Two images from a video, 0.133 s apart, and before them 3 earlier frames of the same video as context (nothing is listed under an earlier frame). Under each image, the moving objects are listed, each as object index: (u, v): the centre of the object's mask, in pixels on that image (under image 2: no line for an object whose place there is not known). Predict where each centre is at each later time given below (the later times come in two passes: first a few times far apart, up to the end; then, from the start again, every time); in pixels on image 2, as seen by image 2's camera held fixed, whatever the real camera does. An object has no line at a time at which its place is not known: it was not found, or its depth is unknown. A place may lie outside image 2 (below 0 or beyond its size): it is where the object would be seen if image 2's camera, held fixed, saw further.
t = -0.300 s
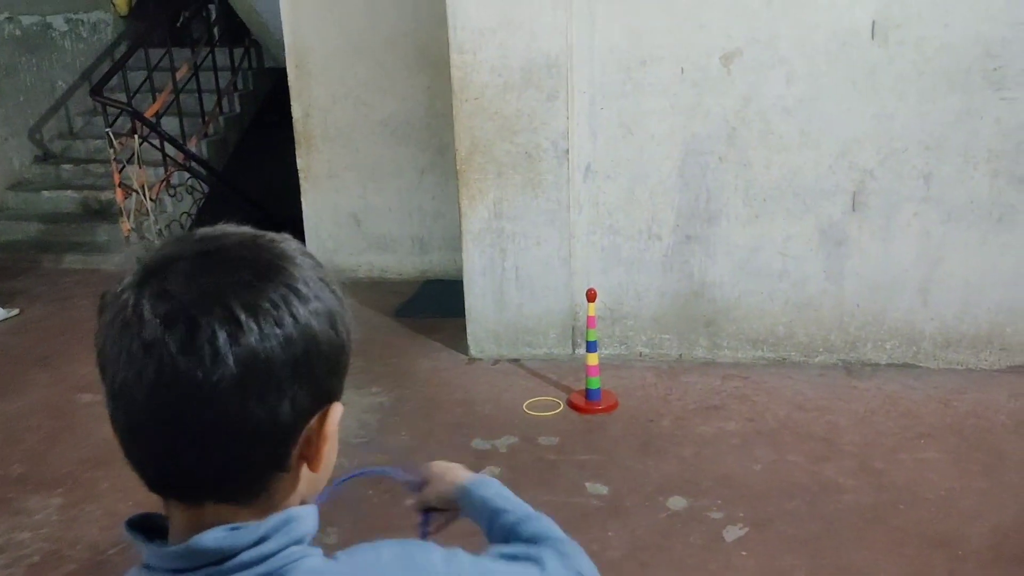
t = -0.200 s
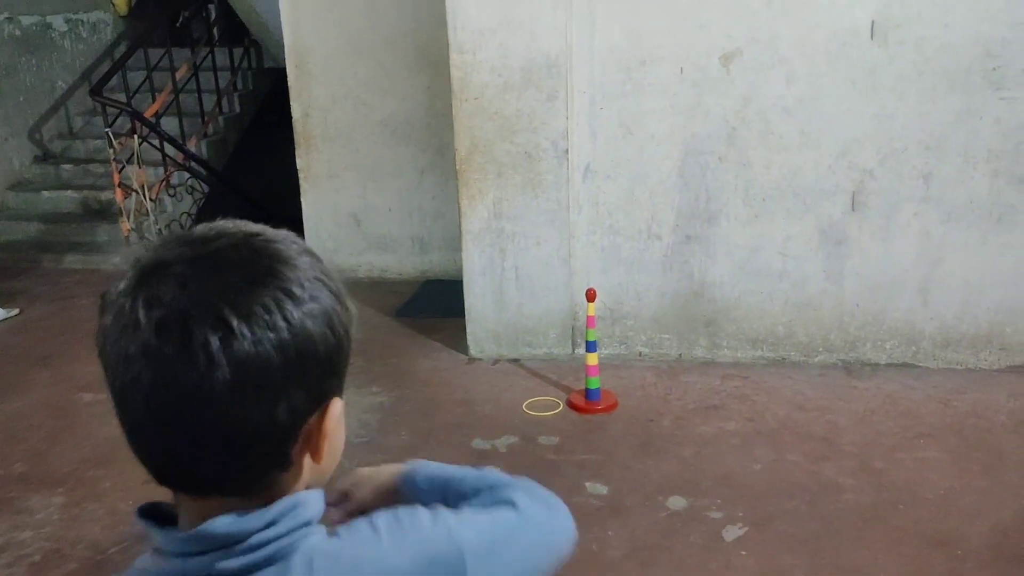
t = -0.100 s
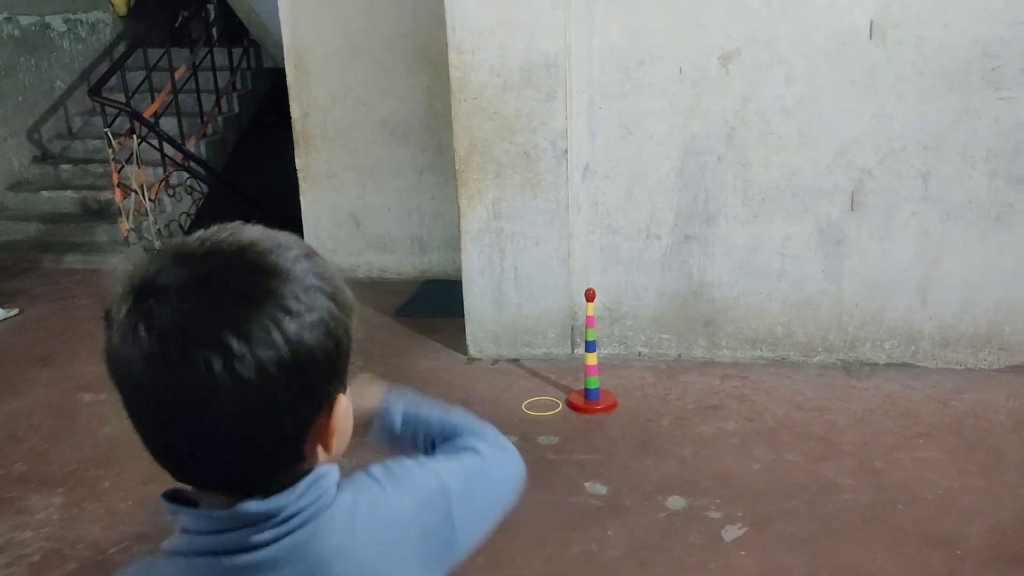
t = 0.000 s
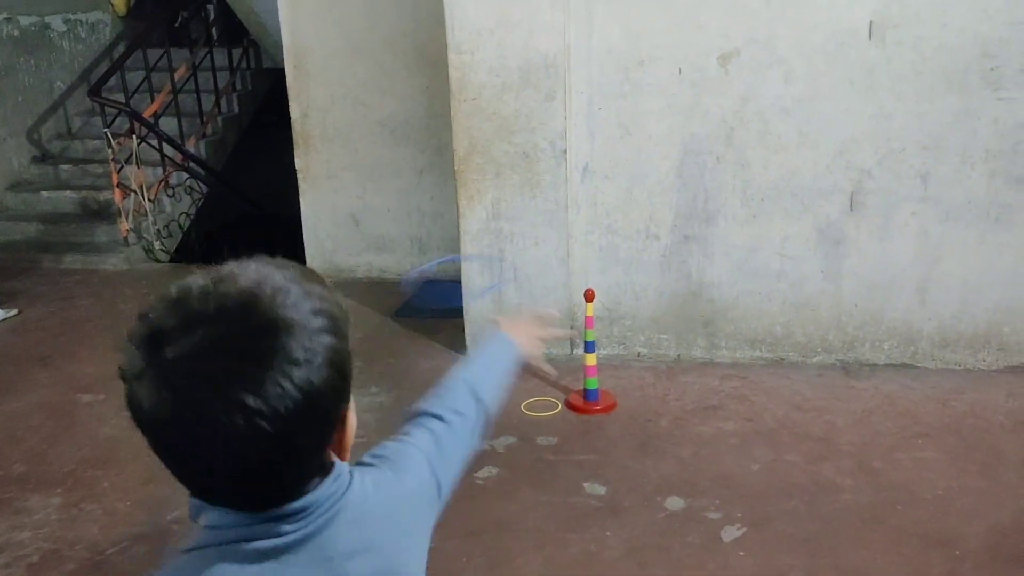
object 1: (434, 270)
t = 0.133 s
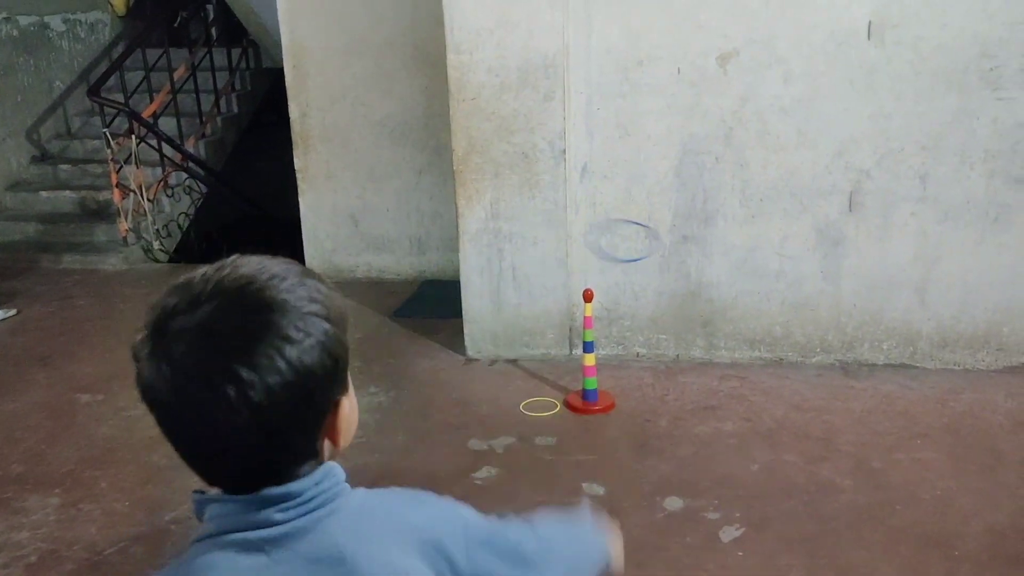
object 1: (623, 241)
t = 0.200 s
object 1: (673, 253)
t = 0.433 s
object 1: (775, 352)
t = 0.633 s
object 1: (811, 392)
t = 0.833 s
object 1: (830, 417)
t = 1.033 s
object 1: (839, 430)
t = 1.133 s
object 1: (839, 430)
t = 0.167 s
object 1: (649, 245)
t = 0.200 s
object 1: (673, 253)
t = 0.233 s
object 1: (694, 264)
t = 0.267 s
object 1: (713, 277)
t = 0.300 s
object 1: (728, 290)
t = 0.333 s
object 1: (742, 305)
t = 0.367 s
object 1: (753, 322)
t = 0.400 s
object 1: (765, 341)
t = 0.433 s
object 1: (775, 352)
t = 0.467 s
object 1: (785, 375)
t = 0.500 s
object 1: (791, 365)
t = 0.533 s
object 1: (796, 369)
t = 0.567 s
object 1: (797, 379)
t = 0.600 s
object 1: (800, 385)
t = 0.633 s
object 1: (811, 392)
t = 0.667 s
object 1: (814, 397)
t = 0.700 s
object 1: (818, 399)
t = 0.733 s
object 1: (821, 401)
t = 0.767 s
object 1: (825, 406)
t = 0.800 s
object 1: (828, 414)
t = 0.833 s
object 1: (830, 417)
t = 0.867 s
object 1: (833, 419)
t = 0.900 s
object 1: (836, 423)
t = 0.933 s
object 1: (837, 426)
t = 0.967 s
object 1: (838, 427)
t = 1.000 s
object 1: (839, 429)
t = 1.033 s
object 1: (839, 430)
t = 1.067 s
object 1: (839, 430)
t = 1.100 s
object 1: (839, 430)
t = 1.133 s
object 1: (839, 430)
